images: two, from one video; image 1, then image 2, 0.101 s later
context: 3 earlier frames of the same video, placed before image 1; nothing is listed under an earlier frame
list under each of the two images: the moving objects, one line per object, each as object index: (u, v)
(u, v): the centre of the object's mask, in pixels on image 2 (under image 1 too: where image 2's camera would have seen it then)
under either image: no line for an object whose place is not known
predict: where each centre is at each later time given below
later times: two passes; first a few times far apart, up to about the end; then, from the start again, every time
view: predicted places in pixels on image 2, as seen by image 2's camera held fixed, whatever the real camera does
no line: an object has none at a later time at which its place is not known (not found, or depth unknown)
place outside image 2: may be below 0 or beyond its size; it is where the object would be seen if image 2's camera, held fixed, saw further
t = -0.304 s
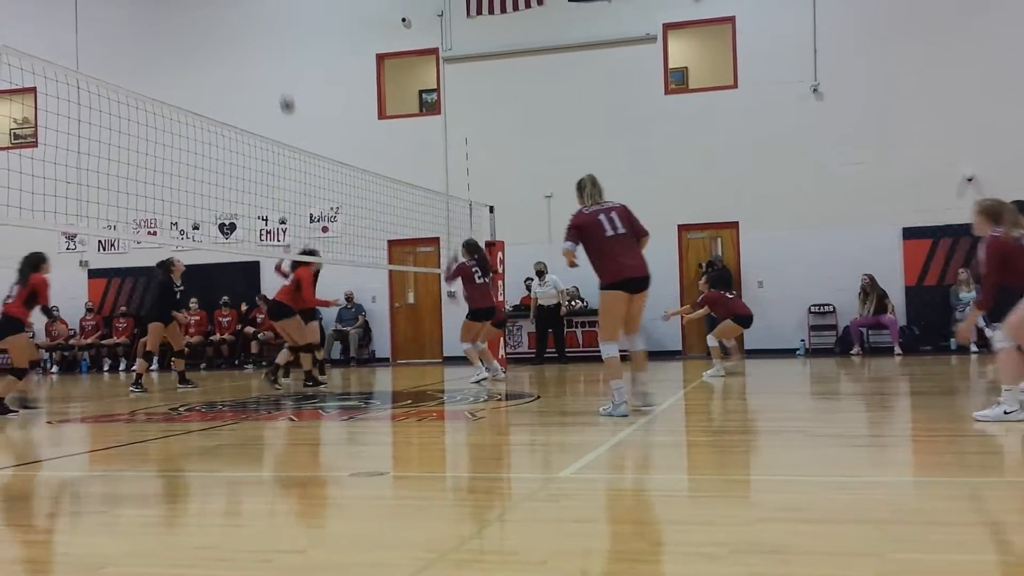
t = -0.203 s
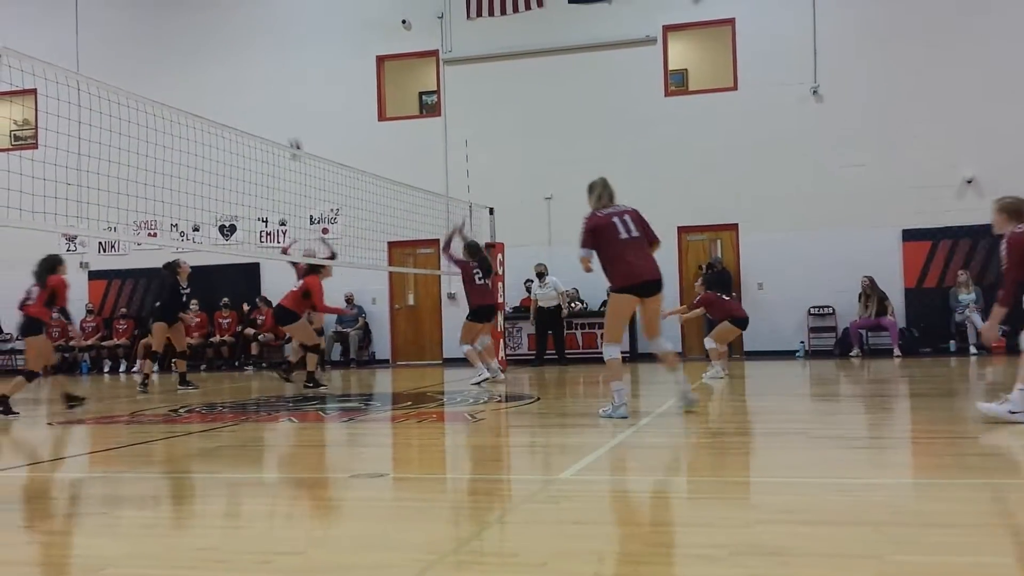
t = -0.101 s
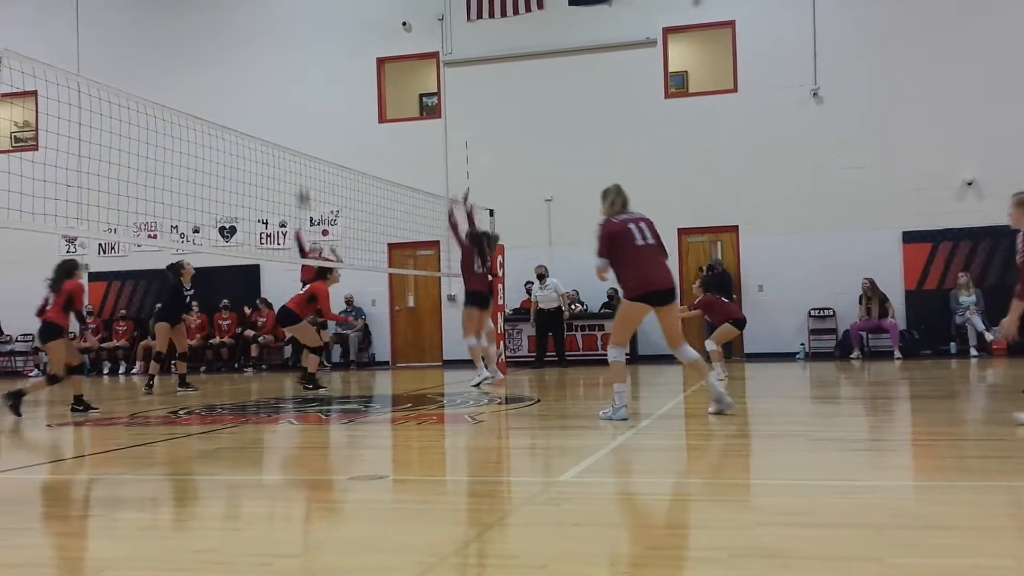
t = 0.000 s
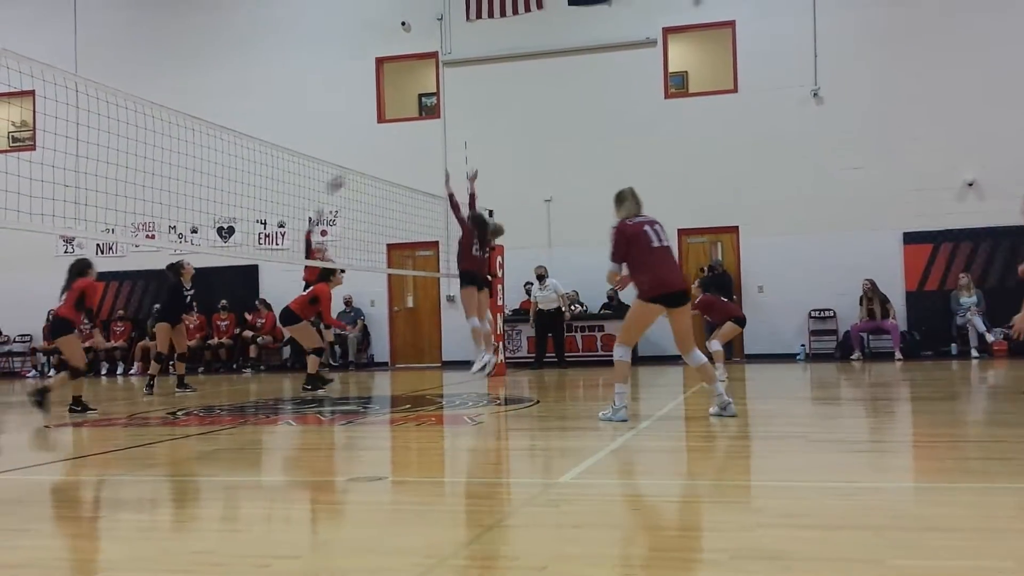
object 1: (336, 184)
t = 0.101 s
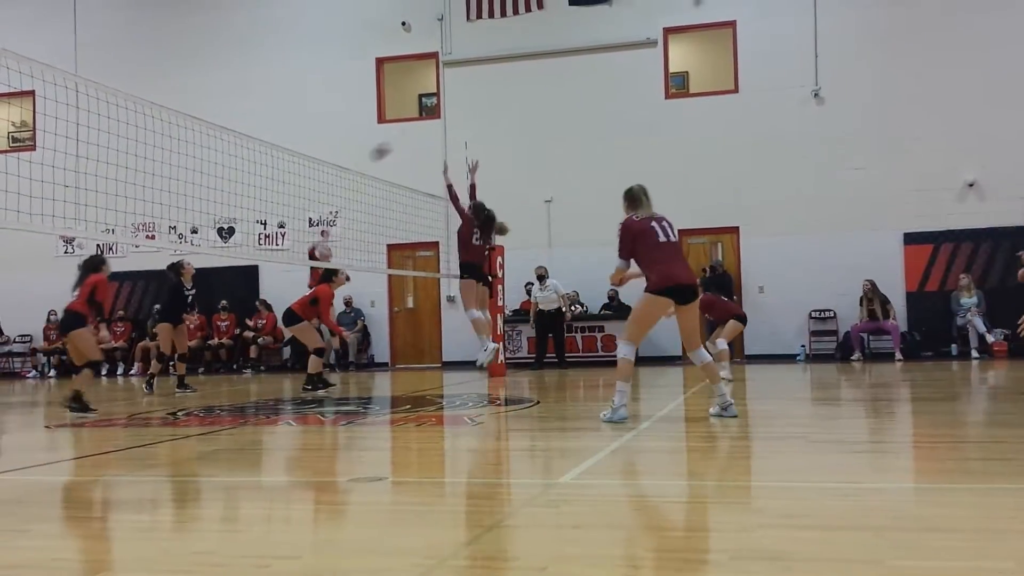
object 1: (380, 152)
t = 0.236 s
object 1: (445, 117)
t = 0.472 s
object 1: (569, 88)
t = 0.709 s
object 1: (719, 107)
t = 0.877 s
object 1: (845, 158)
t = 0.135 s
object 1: (396, 143)
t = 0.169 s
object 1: (412, 133)
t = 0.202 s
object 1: (428, 126)
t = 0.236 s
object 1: (445, 117)
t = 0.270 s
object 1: (461, 110)
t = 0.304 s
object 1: (478, 105)
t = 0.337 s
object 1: (495, 101)
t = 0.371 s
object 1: (512, 96)
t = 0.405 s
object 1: (532, 92)
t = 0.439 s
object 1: (551, 90)
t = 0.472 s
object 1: (569, 88)
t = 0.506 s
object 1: (590, 88)
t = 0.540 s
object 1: (611, 88)
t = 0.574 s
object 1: (631, 90)
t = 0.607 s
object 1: (651, 92)
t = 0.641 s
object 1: (673, 93)
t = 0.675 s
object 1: (696, 101)
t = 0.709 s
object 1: (719, 107)
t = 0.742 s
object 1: (744, 115)
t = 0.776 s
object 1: (768, 124)
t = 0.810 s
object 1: (794, 133)
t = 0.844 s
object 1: (819, 145)
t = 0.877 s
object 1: (845, 158)
